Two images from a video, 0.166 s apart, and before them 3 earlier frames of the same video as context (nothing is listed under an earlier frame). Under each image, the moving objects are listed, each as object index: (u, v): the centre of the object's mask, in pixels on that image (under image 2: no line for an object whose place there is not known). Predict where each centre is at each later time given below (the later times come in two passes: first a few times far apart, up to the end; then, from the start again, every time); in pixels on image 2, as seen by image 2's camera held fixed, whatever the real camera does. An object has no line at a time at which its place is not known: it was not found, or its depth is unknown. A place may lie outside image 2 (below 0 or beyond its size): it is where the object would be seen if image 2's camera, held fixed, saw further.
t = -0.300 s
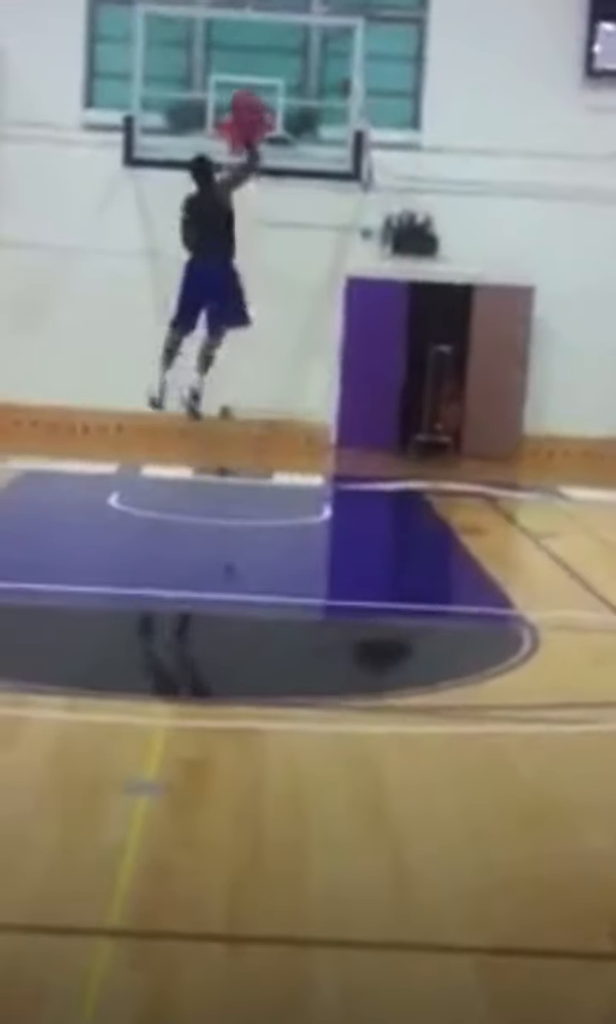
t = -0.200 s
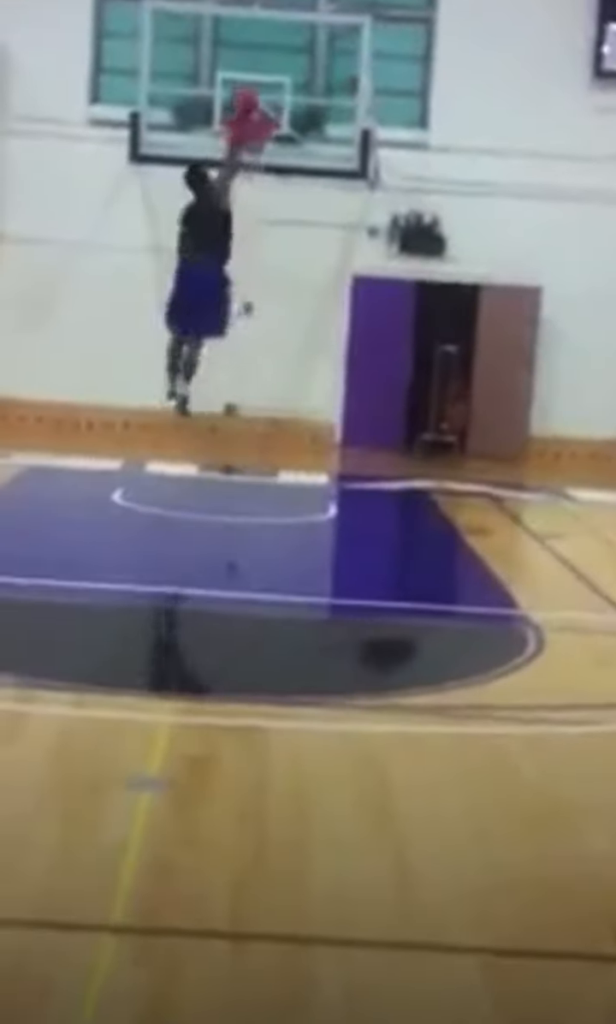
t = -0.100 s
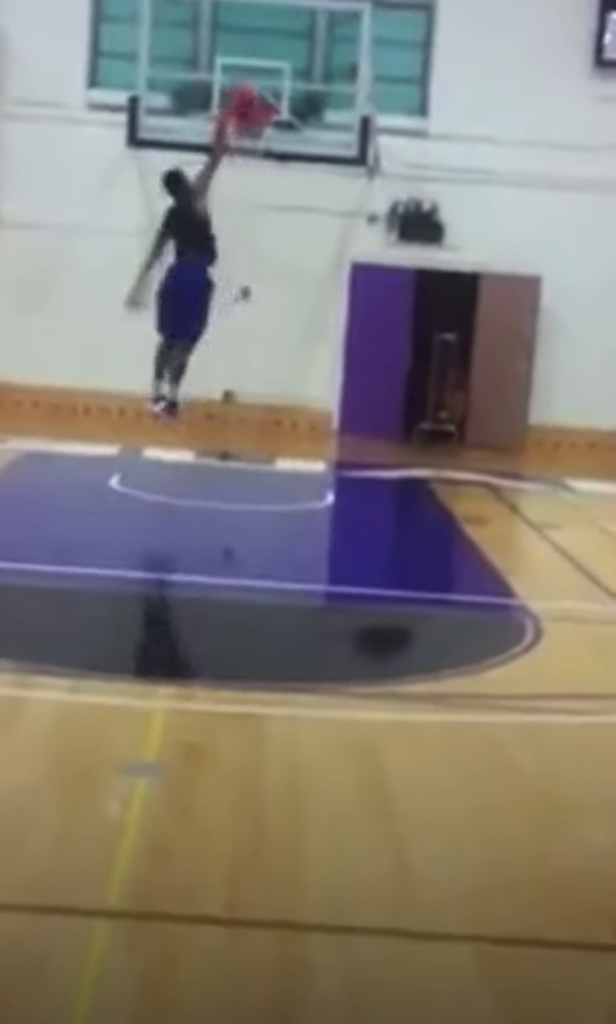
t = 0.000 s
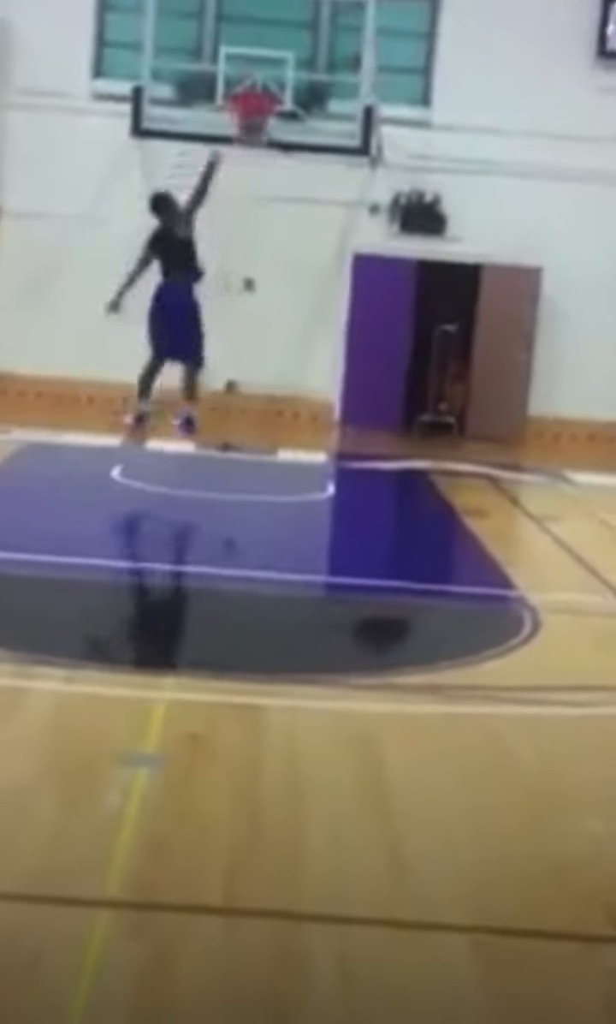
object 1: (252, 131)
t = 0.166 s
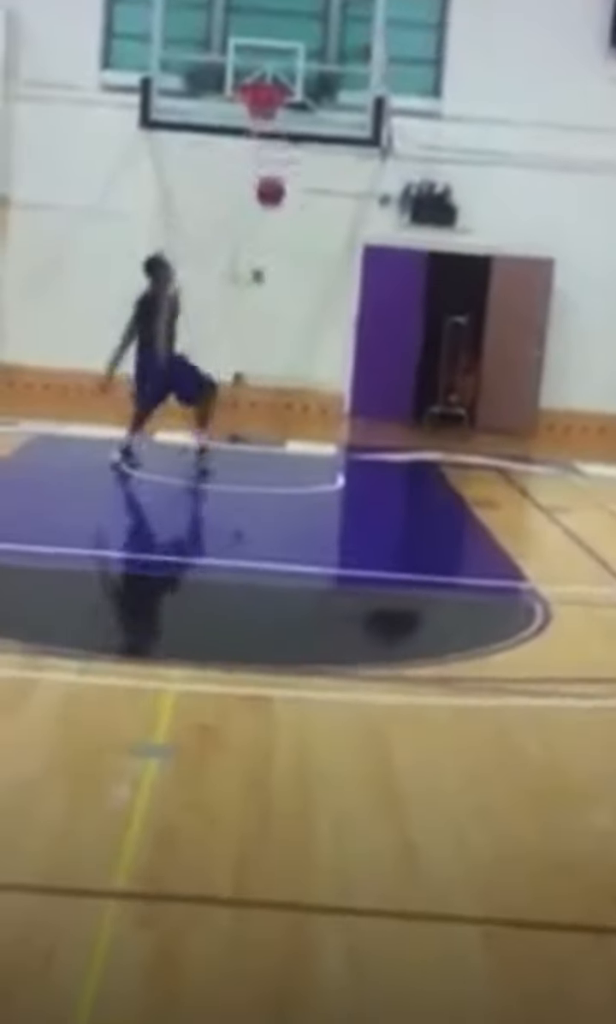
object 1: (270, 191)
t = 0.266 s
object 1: (274, 251)
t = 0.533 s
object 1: (278, 454)
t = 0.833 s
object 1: (273, 301)
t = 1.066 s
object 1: (259, 242)
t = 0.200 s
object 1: (271, 210)
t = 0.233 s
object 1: (272, 230)
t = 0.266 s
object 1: (274, 251)
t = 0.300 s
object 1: (274, 273)
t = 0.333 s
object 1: (276, 295)
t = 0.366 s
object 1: (276, 319)
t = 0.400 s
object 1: (277, 345)
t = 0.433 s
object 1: (277, 370)
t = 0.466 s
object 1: (278, 400)
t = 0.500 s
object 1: (278, 425)
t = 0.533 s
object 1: (278, 454)
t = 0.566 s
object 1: (277, 441)
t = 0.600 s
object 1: (278, 424)
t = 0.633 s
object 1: (278, 403)
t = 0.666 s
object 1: (277, 382)
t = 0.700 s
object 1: (276, 362)
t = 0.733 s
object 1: (275, 345)
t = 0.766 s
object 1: (275, 328)
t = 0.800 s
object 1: (274, 314)
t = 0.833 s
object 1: (273, 301)
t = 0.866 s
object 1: (270, 288)
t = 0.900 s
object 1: (268, 277)
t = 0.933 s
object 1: (268, 268)
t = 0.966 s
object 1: (266, 260)
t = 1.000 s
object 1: (264, 252)
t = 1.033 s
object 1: (262, 247)
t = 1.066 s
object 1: (259, 242)
